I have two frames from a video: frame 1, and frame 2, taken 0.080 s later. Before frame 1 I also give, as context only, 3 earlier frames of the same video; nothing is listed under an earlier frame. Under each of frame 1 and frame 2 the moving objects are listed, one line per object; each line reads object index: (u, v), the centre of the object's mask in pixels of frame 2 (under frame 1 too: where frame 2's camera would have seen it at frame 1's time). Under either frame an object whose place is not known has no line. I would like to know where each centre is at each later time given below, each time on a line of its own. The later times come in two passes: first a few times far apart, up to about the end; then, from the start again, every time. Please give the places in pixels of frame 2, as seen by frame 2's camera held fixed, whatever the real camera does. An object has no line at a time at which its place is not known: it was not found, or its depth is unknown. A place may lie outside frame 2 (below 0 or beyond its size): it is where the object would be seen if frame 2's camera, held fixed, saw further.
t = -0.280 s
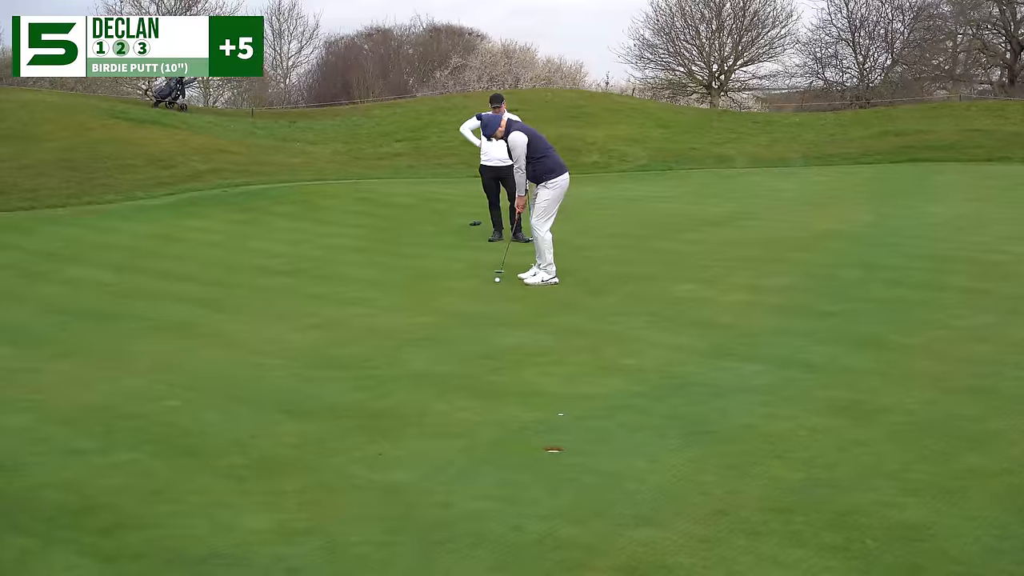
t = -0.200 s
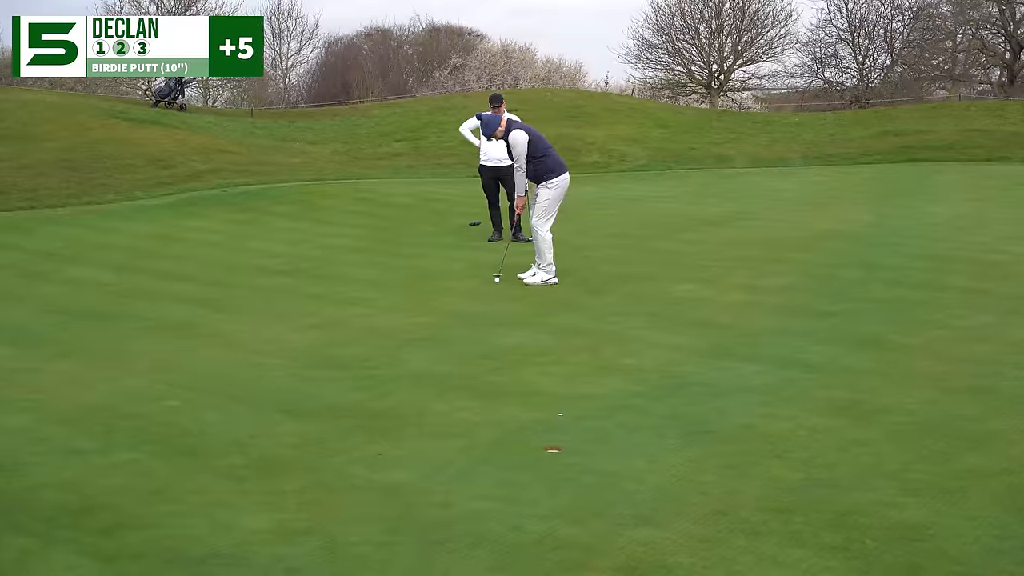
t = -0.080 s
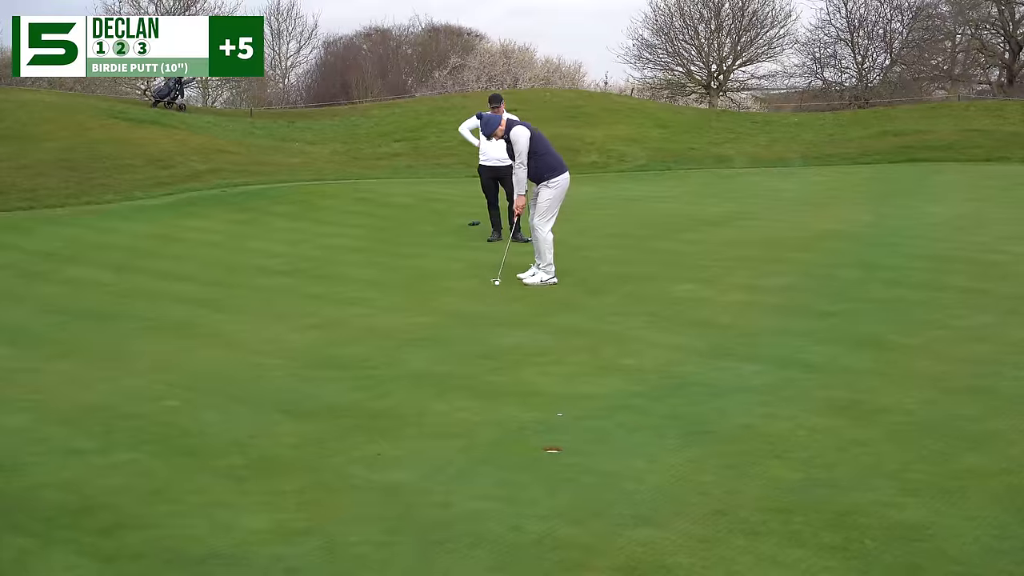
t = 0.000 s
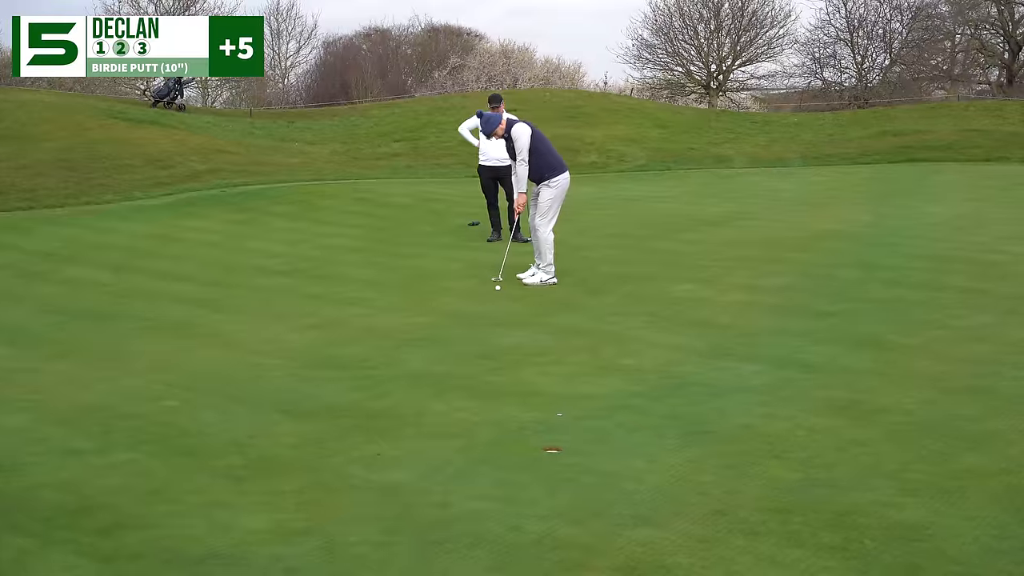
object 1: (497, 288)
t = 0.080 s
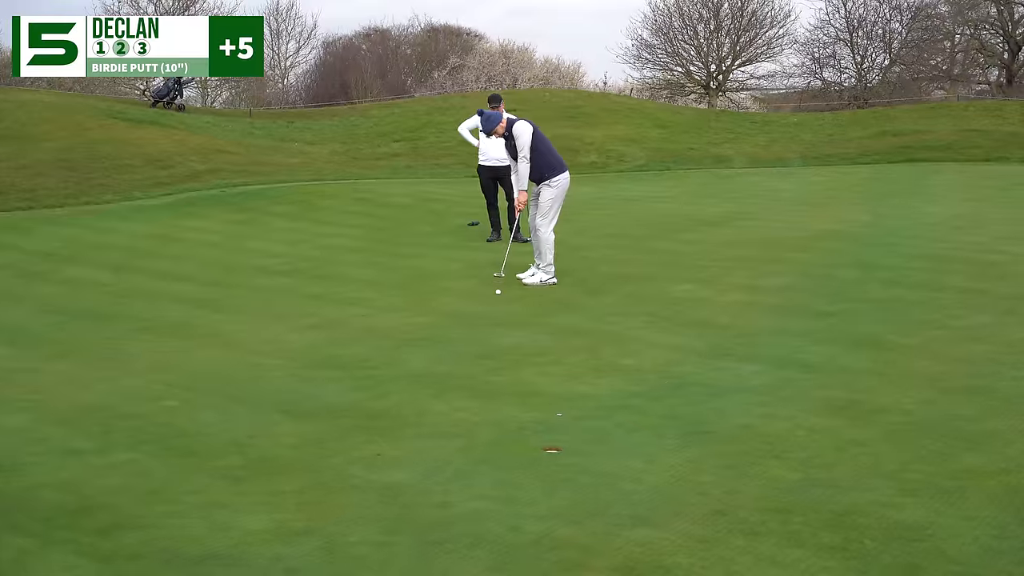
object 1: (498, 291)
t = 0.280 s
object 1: (499, 302)
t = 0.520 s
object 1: (501, 315)
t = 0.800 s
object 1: (504, 331)
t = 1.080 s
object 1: (505, 348)
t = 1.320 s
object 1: (506, 362)
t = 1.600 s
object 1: (509, 380)
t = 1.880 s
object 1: (513, 397)
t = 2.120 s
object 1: (519, 413)
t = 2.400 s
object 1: (528, 431)
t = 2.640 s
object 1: (538, 446)
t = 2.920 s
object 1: (551, 464)
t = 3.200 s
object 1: (565, 481)
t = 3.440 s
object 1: (575, 494)
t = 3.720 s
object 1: (587, 507)
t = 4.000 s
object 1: (597, 517)
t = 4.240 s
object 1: (605, 525)
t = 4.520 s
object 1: (614, 529)
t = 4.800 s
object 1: (618, 530)
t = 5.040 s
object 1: (618, 530)
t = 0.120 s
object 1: (498, 294)
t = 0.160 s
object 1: (498, 296)
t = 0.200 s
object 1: (499, 298)
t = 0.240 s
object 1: (499, 300)
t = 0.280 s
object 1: (499, 302)
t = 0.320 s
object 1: (500, 304)
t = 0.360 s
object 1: (500, 306)
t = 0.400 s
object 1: (500, 308)
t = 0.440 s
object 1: (500, 310)
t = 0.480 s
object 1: (501, 313)
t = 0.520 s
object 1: (501, 315)
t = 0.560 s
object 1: (502, 317)
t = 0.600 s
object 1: (502, 320)
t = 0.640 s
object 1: (502, 322)
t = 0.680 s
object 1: (503, 324)
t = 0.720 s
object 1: (503, 327)
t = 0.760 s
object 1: (503, 328)
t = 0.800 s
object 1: (504, 331)
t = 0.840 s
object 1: (504, 333)
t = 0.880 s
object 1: (504, 335)
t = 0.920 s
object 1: (504, 338)
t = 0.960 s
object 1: (504, 340)
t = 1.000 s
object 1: (505, 343)
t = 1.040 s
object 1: (505, 345)
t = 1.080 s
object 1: (505, 348)
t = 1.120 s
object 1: (505, 350)
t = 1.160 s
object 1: (505, 352)
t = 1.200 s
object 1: (505, 355)
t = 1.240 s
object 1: (506, 357)
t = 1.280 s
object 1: (506, 359)
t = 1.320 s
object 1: (506, 362)
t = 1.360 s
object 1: (507, 365)
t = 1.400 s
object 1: (507, 367)
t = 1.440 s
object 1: (507, 369)
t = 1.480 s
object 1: (508, 372)
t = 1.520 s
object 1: (509, 375)
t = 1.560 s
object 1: (509, 376)
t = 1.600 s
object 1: (509, 380)
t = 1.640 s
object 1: (510, 382)
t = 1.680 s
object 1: (510, 385)
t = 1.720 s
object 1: (510, 386)
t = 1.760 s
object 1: (511, 390)
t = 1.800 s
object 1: (511, 392)
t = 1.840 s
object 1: (512, 394)
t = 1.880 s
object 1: (513, 397)
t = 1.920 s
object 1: (513, 400)
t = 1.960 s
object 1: (514, 403)
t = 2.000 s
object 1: (515, 404)
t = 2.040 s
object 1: (516, 408)
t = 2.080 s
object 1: (518, 409)
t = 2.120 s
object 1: (519, 413)
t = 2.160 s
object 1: (520, 416)
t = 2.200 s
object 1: (521, 418)
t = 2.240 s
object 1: (523, 421)
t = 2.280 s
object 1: (524, 423)
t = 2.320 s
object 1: (525, 426)
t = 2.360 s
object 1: (527, 429)
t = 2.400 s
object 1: (528, 431)
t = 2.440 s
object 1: (530, 434)
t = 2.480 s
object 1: (532, 436)
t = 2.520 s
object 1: (533, 439)
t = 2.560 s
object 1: (535, 441)
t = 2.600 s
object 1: (536, 444)
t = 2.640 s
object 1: (538, 446)
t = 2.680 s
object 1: (540, 449)
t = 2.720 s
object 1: (542, 452)
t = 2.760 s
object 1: (543, 454)
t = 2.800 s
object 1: (545, 457)
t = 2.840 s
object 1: (547, 459)
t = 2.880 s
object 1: (549, 462)
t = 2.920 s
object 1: (551, 464)
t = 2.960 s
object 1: (553, 467)
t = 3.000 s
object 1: (555, 469)
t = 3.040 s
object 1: (557, 471)
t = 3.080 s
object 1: (559, 474)
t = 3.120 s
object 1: (561, 477)
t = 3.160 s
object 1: (563, 479)
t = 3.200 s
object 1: (565, 481)
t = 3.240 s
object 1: (567, 484)
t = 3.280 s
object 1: (569, 486)
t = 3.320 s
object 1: (570, 488)
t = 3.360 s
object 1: (572, 490)
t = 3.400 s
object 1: (574, 492)
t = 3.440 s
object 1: (575, 494)
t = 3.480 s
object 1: (577, 496)
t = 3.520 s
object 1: (579, 497)
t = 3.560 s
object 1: (580, 499)
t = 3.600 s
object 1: (582, 502)
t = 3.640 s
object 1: (583, 503)
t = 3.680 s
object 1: (585, 505)
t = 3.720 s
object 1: (587, 507)
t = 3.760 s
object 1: (588, 509)
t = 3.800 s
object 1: (589, 510)
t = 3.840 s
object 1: (591, 512)
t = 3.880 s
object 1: (592, 513)
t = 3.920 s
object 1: (594, 515)
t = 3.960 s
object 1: (595, 516)
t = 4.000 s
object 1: (597, 517)
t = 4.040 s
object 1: (598, 519)
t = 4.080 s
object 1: (600, 520)
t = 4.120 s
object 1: (601, 521)
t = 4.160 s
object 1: (602, 522)
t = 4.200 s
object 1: (604, 524)
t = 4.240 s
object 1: (605, 525)
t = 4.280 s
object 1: (606, 526)
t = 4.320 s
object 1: (608, 526)
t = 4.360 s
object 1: (609, 527)
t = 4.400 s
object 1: (610, 528)
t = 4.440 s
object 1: (611, 528)
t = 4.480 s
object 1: (613, 529)
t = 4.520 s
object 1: (614, 529)
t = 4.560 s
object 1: (615, 530)
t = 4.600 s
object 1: (615, 530)
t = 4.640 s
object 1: (616, 530)
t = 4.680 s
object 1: (617, 530)
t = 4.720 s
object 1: (618, 531)
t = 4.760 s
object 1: (618, 531)
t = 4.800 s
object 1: (618, 530)
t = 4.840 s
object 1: (618, 530)
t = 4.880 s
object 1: (618, 530)
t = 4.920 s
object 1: (618, 530)
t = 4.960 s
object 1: (618, 530)
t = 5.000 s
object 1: (619, 530)
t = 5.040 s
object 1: (618, 530)
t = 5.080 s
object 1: (618, 529)
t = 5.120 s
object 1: (619, 529)
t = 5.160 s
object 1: (619, 529)
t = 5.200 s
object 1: (619, 529)
